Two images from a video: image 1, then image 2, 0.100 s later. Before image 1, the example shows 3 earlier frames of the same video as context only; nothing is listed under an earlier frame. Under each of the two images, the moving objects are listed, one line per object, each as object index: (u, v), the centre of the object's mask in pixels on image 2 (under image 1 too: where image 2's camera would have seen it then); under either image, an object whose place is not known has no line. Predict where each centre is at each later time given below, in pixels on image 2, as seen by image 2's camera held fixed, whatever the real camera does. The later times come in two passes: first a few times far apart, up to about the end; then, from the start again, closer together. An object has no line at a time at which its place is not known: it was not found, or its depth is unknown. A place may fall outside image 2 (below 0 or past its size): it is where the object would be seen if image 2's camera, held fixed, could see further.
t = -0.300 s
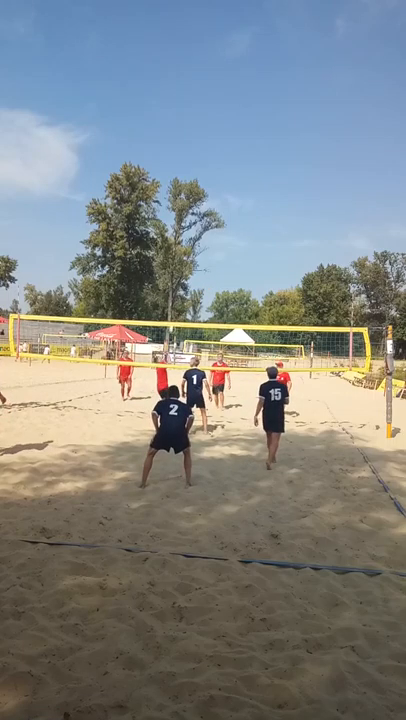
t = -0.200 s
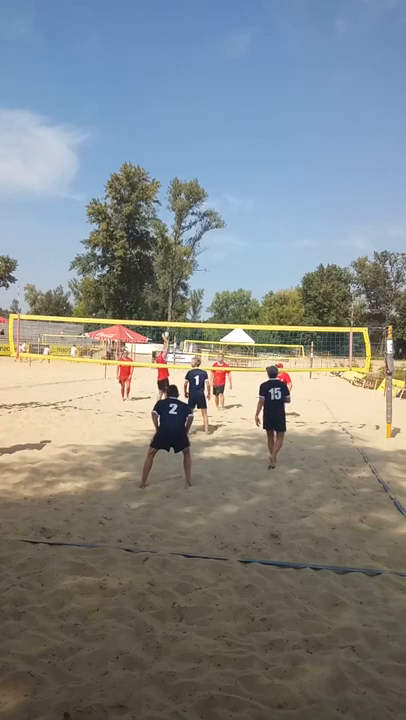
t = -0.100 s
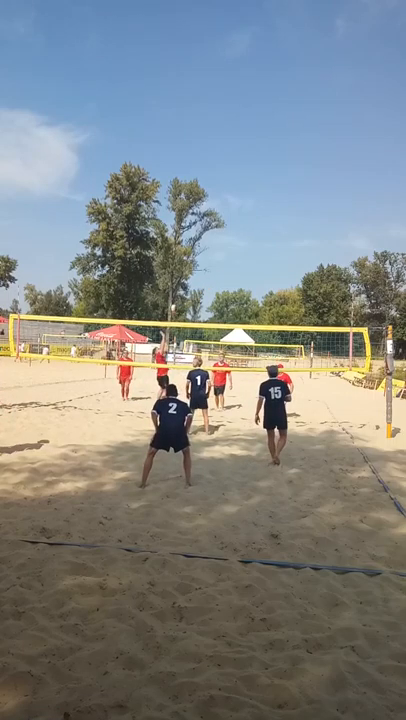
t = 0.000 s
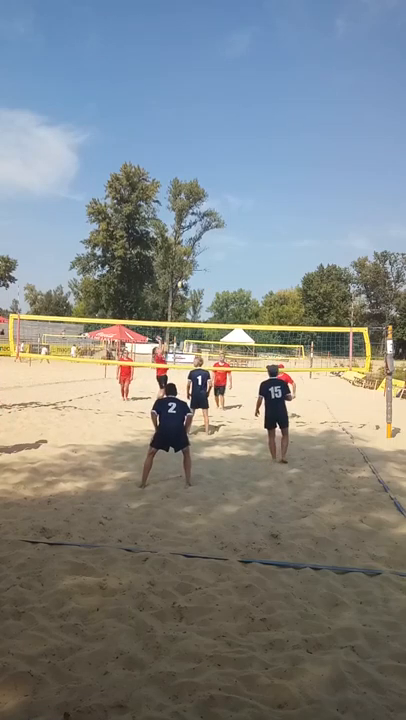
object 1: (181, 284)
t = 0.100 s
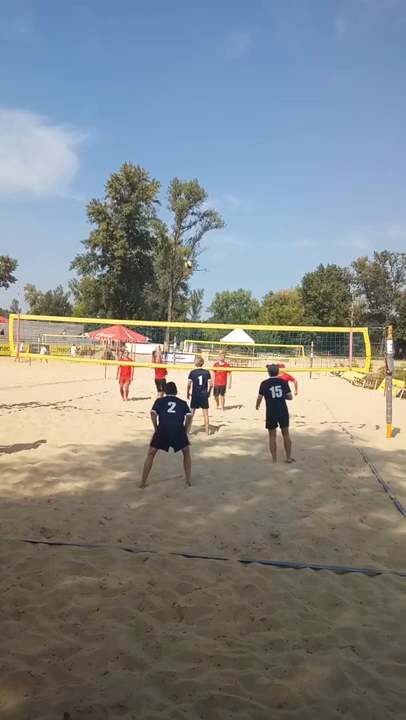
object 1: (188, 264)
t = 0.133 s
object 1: (191, 258)
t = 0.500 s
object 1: (216, 221)
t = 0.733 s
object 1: (230, 223)
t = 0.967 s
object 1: (244, 246)
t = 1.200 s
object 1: (256, 289)
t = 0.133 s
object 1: (191, 258)
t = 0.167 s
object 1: (193, 253)
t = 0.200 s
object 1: (196, 248)
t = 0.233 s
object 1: (198, 243)
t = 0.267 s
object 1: (200, 239)
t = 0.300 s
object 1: (202, 236)
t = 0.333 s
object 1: (205, 232)
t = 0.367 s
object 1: (207, 229)
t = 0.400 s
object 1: (210, 225)
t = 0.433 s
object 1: (211, 224)
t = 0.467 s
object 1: (214, 222)
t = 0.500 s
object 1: (216, 221)
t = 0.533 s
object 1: (218, 220)
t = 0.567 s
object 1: (221, 219)
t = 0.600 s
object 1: (223, 219)
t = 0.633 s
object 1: (224, 219)
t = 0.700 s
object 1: (228, 221)
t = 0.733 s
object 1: (230, 223)
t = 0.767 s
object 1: (232, 225)
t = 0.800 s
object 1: (235, 227)
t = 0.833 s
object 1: (236, 230)
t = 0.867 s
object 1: (238, 234)
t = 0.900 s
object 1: (240, 237)
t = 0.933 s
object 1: (242, 241)
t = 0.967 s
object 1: (244, 246)
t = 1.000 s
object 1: (246, 251)
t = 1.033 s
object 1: (247, 256)
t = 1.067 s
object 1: (249, 262)
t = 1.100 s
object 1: (251, 268)
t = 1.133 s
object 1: (253, 275)
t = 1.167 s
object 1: (254, 282)
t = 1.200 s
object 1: (256, 289)
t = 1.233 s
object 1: (257, 297)
